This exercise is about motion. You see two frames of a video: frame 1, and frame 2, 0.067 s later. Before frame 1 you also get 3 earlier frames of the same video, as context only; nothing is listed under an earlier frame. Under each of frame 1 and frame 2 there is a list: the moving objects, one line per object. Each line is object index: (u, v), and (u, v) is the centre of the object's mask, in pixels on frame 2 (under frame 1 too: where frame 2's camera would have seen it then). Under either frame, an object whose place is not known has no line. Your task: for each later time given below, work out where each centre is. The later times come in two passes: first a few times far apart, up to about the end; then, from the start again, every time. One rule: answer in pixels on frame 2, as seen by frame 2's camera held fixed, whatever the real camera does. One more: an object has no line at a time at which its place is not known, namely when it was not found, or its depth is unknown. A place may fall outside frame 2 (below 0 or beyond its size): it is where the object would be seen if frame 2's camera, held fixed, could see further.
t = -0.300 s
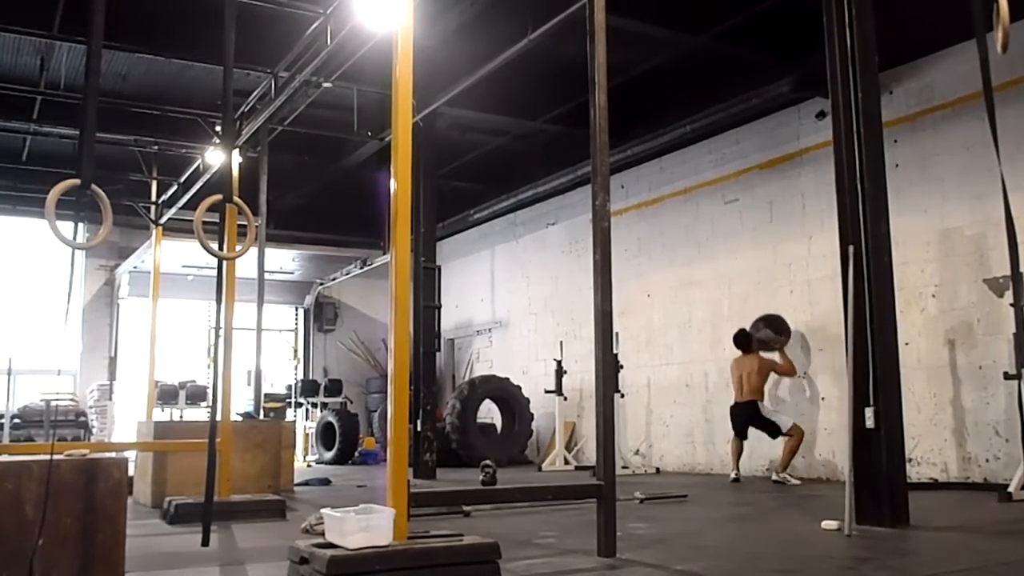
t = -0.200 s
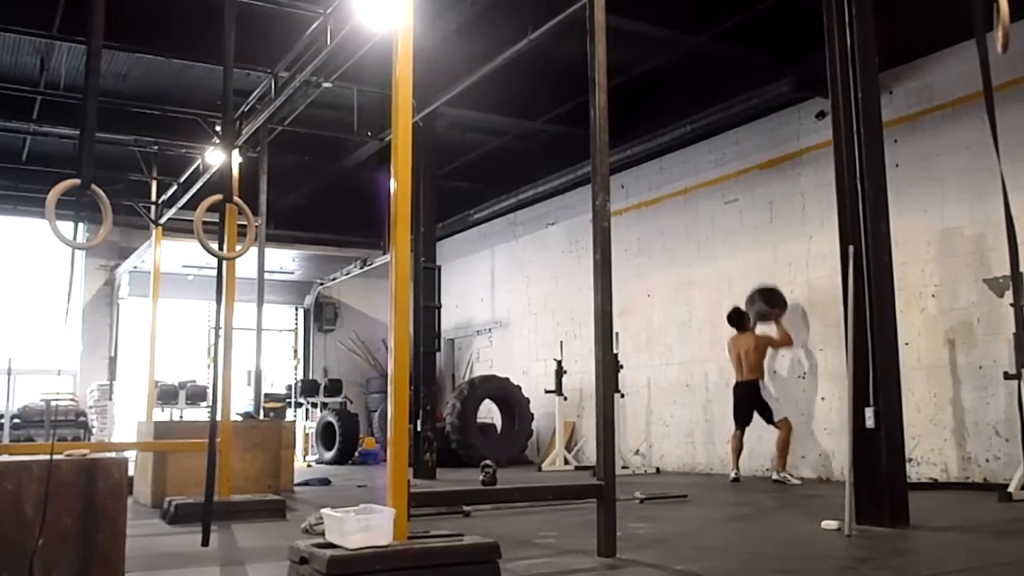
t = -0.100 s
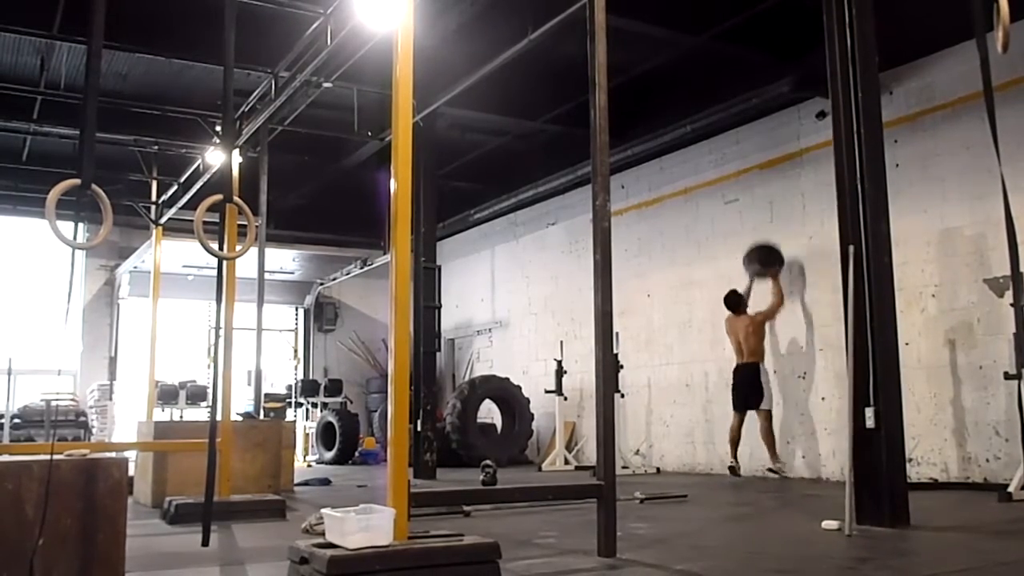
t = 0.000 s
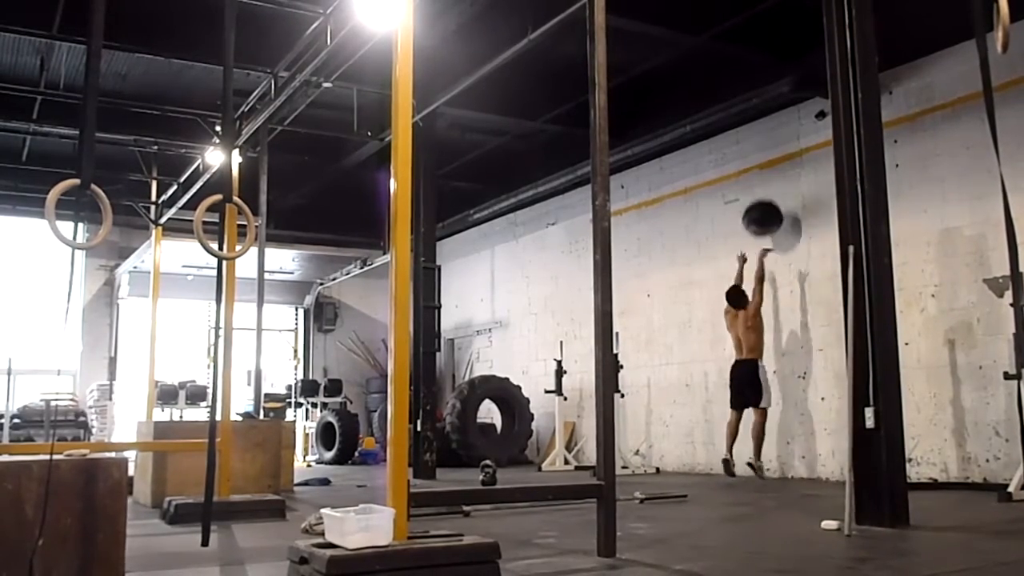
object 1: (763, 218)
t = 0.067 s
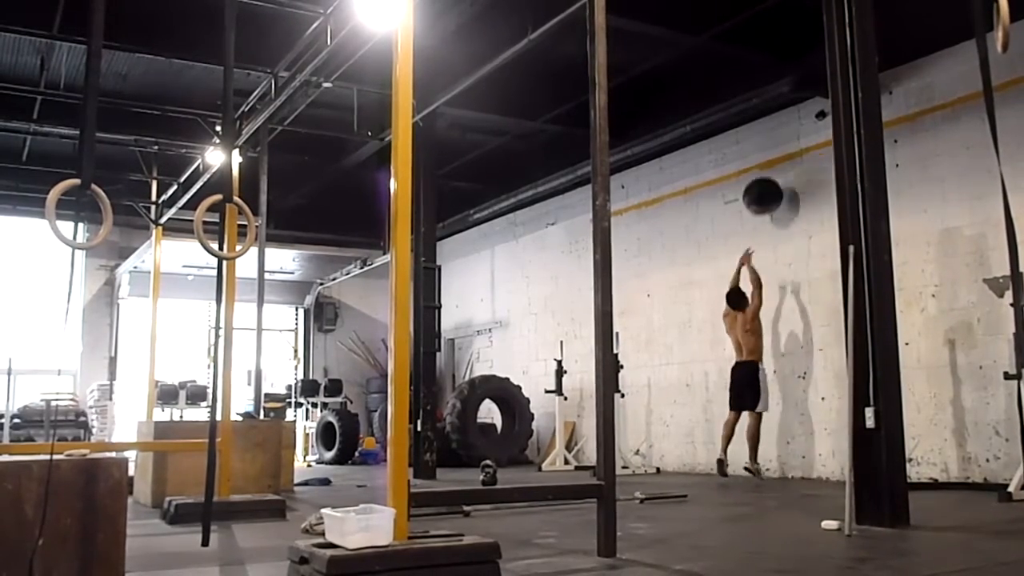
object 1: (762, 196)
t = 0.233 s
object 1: (764, 160)
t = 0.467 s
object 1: (762, 159)
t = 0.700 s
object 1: (759, 211)
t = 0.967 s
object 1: (757, 341)
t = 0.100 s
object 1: (763, 186)
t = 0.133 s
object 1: (763, 178)
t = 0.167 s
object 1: (763, 171)
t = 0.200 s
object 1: (763, 166)
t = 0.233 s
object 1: (764, 160)
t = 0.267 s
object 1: (763, 157)
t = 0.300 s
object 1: (765, 155)
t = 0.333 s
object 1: (764, 153)
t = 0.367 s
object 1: (764, 153)
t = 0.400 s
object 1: (763, 154)
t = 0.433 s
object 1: (762, 156)
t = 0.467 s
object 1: (762, 159)
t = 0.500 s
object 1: (762, 163)
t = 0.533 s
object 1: (761, 168)
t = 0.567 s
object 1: (761, 174)
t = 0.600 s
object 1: (760, 182)
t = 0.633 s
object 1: (760, 190)
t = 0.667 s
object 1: (759, 200)
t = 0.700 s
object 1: (759, 211)
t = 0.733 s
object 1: (758, 223)
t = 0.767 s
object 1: (758, 236)
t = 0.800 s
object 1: (758, 251)
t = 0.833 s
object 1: (757, 266)
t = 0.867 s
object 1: (757, 282)
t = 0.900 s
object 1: (757, 301)
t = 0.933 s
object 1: (757, 320)
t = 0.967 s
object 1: (757, 341)
